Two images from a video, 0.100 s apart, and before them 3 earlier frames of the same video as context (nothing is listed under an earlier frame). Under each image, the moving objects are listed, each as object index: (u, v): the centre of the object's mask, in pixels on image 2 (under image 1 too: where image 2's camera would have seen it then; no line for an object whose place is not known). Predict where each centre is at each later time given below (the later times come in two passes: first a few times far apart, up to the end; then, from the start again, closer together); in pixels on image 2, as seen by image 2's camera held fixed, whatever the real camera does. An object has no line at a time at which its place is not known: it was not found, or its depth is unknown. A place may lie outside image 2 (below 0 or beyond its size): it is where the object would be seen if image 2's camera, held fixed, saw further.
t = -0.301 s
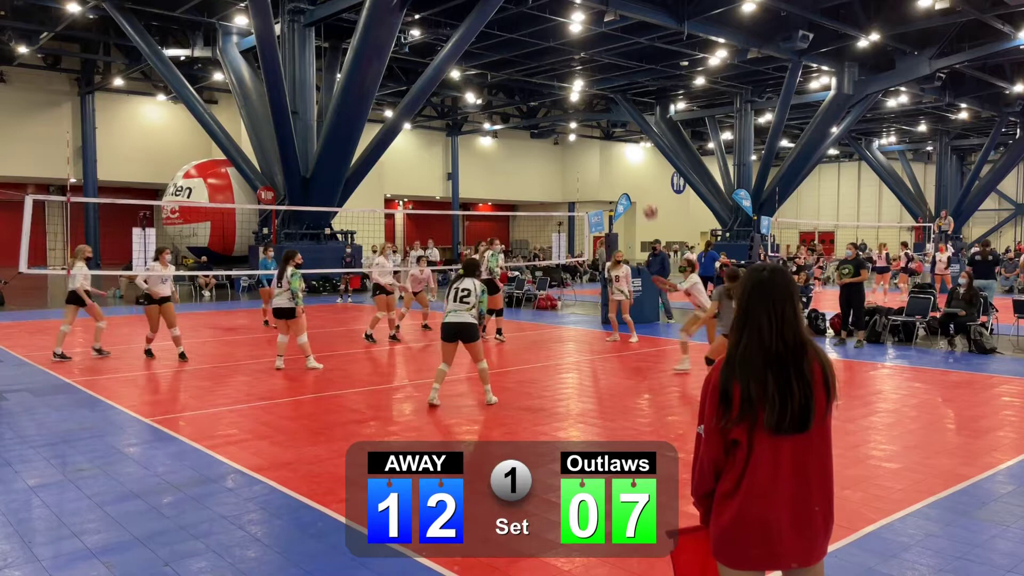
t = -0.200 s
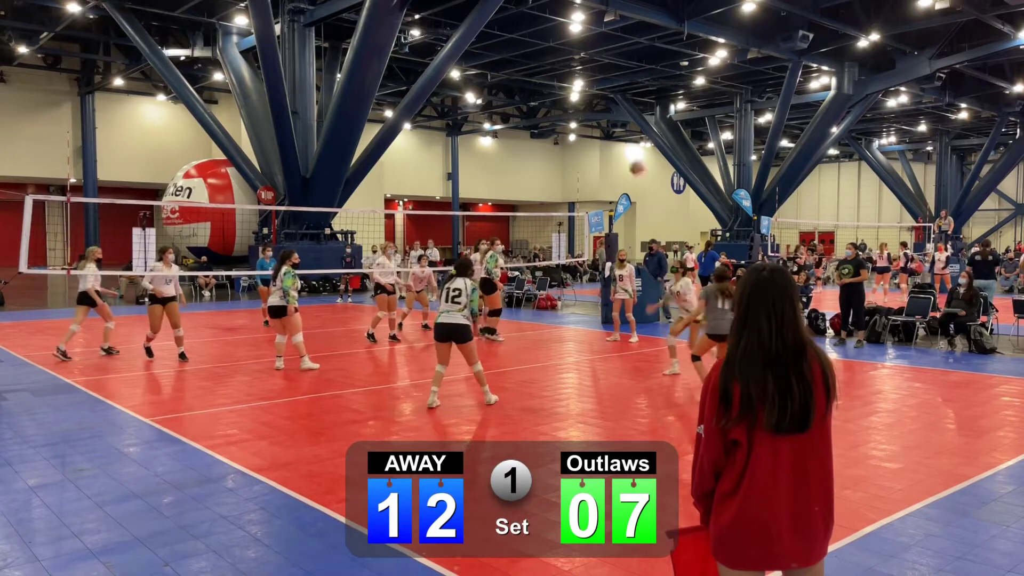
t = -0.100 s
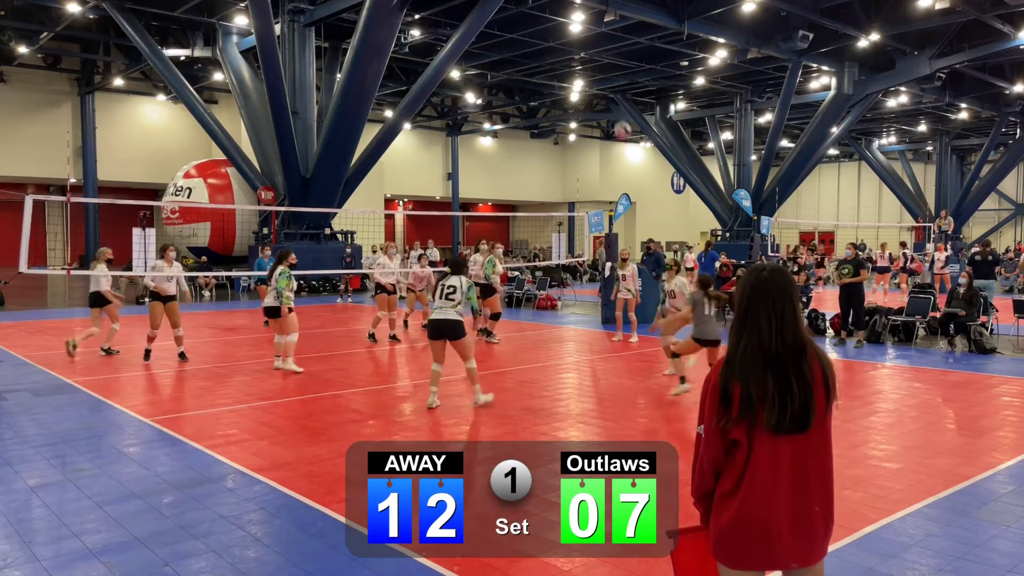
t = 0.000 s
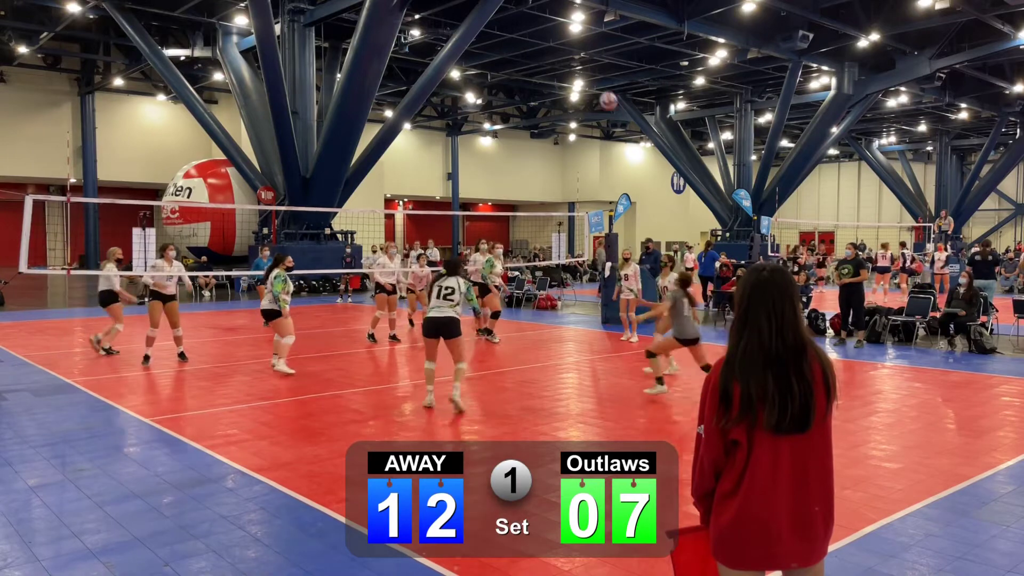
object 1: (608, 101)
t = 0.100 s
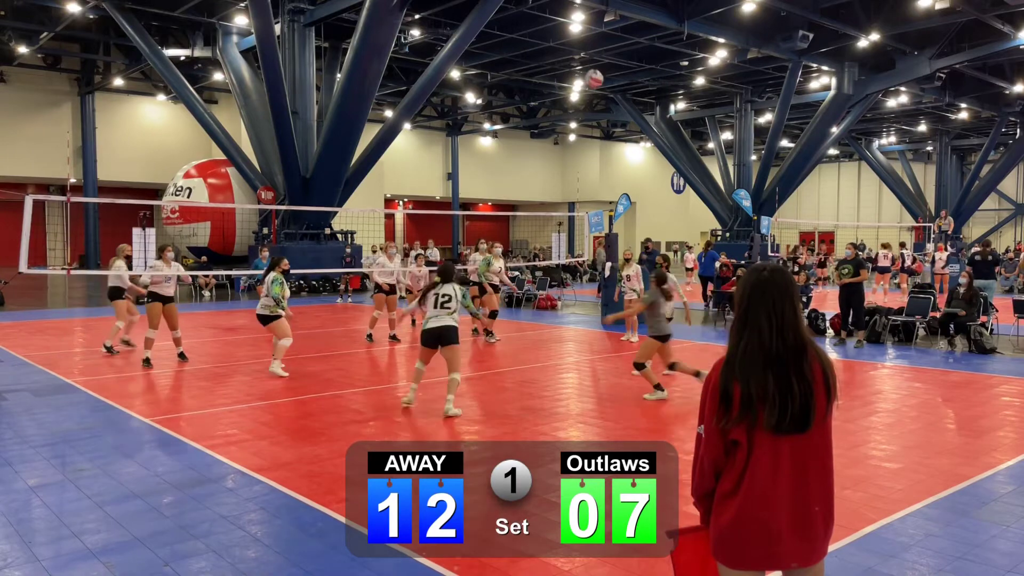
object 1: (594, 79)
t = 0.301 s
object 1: (565, 56)
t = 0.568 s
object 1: (524, 76)
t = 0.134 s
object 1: (589, 73)
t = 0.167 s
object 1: (584, 68)
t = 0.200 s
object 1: (578, 64)
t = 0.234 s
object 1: (573, 60)
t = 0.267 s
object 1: (570, 58)
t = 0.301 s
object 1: (565, 56)
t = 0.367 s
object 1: (555, 56)
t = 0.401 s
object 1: (550, 57)
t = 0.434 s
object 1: (545, 59)
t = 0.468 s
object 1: (540, 62)
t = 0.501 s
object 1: (535, 66)
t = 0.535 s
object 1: (530, 70)
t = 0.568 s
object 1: (524, 76)
